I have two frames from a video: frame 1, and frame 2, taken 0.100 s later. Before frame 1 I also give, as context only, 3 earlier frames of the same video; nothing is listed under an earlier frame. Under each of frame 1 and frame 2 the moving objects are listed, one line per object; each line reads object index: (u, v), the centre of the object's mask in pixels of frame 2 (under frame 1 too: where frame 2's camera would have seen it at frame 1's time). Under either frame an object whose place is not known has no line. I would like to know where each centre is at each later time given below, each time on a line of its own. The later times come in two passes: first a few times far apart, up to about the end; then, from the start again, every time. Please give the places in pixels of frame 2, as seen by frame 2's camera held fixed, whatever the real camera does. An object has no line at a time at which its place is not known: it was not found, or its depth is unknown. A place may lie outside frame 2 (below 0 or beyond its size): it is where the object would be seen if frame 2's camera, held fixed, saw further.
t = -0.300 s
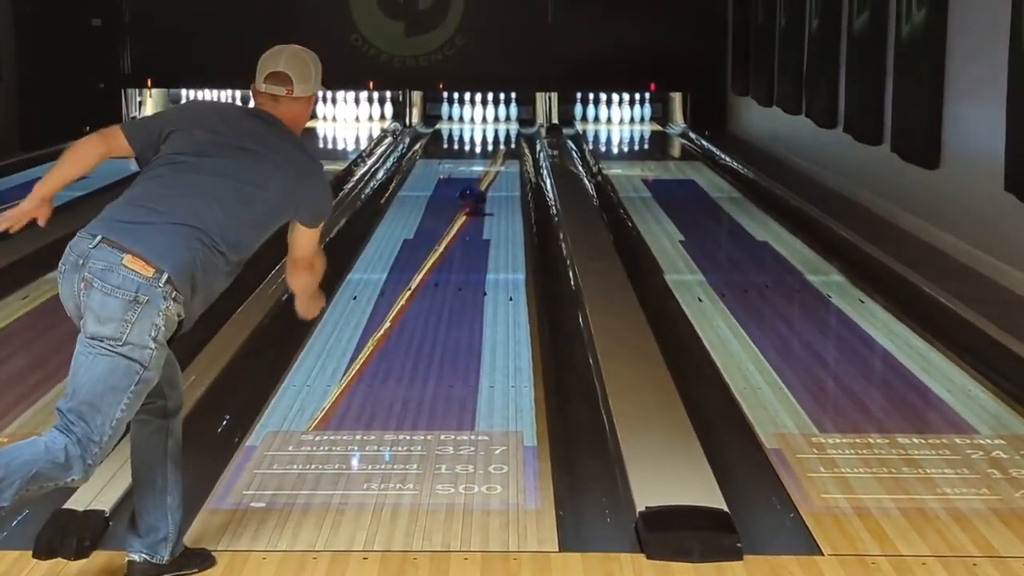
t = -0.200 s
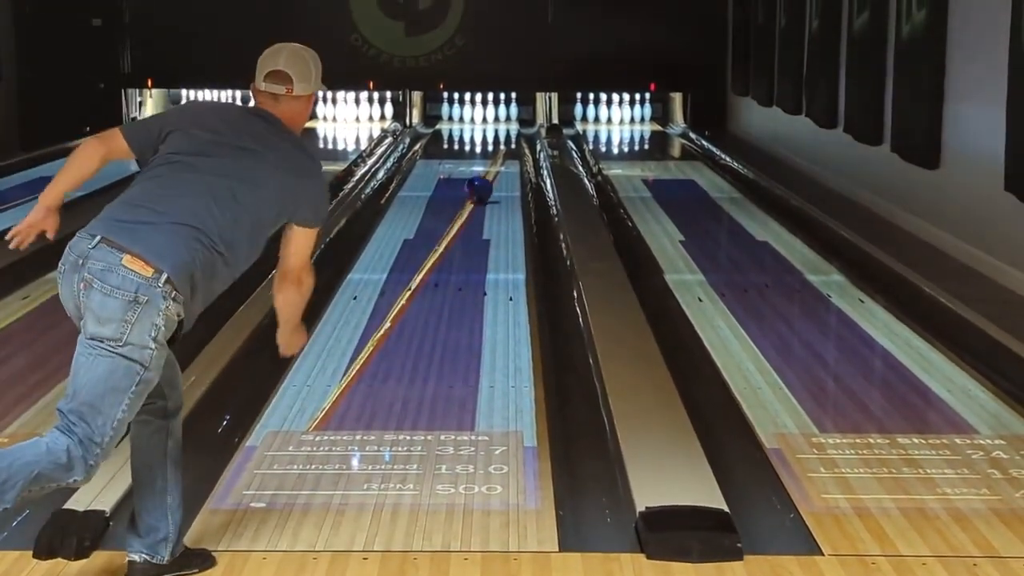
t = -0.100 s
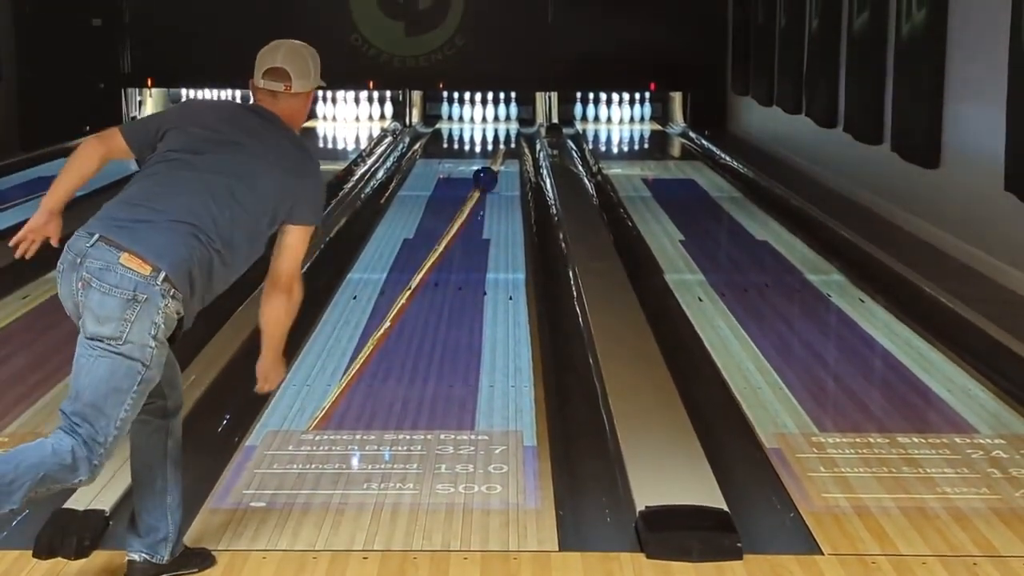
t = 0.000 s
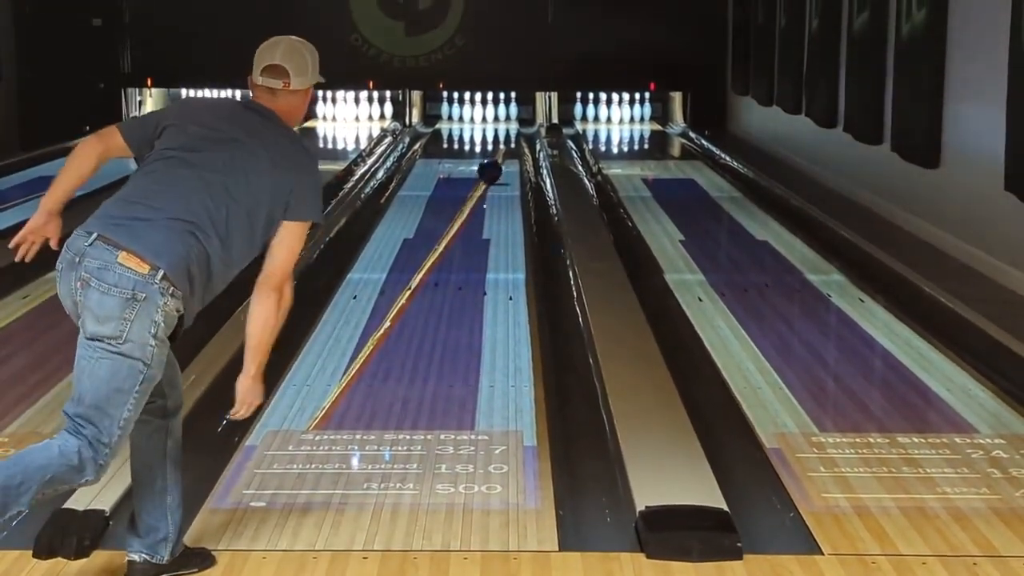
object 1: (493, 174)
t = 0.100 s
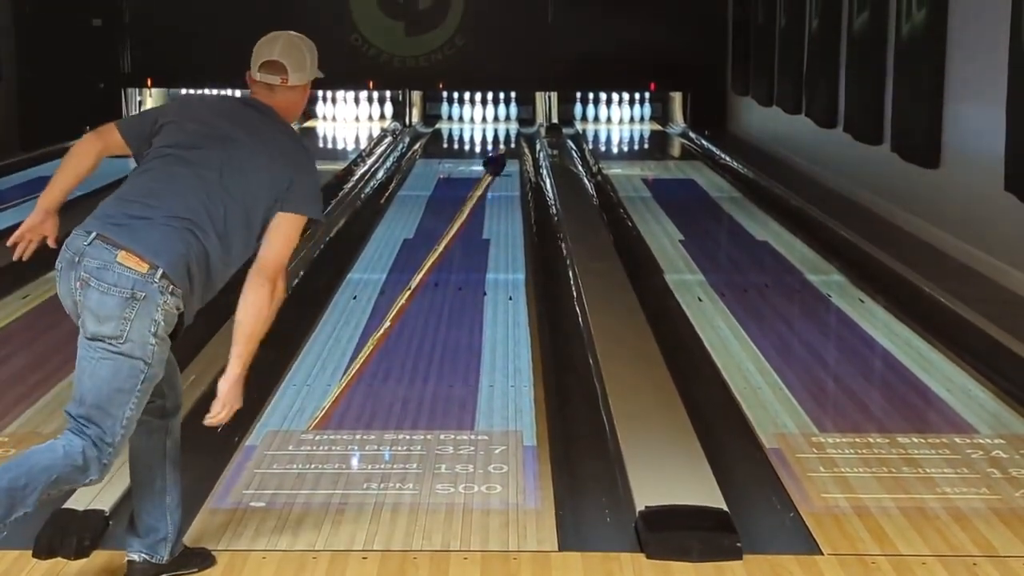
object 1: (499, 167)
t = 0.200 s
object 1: (498, 157)
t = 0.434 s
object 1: (504, 145)
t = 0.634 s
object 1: (501, 137)
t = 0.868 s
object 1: (493, 123)
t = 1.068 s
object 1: (483, 117)
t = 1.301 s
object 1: (481, 113)
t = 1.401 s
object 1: (481, 112)
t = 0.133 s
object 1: (499, 165)
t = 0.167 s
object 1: (498, 159)
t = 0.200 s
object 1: (498, 157)
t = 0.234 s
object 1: (500, 155)
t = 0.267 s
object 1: (501, 154)
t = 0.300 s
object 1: (502, 151)
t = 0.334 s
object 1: (502, 149)
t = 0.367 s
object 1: (503, 148)
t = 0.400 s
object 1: (504, 146)
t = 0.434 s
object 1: (504, 145)
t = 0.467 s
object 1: (503, 140)
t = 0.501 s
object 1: (503, 138)
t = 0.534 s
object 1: (503, 138)
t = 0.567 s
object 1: (502, 137)
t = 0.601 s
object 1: (501, 136)
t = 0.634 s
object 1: (501, 137)
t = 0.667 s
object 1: (500, 136)
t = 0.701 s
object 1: (500, 136)
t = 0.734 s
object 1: (499, 135)
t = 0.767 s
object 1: (498, 131)
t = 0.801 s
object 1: (496, 126)
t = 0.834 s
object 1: (495, 124)
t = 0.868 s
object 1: (493, 123)
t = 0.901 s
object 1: (492, 122)
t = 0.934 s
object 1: (491, 121)
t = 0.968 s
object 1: (489, 120)
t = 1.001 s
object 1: (487, 118)
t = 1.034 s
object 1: (485, 117)
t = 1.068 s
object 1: (483, 117)
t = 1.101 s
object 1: (483, 115)
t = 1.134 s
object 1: (482, 114)
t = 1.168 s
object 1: (482, 114)
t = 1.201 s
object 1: (482, 114)
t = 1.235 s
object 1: (482, 113)
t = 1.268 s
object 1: (482, 113)
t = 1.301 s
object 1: (481, 113)
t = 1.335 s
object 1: (482, 112)
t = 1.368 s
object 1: (481, 112)
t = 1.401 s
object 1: (481, 112)
